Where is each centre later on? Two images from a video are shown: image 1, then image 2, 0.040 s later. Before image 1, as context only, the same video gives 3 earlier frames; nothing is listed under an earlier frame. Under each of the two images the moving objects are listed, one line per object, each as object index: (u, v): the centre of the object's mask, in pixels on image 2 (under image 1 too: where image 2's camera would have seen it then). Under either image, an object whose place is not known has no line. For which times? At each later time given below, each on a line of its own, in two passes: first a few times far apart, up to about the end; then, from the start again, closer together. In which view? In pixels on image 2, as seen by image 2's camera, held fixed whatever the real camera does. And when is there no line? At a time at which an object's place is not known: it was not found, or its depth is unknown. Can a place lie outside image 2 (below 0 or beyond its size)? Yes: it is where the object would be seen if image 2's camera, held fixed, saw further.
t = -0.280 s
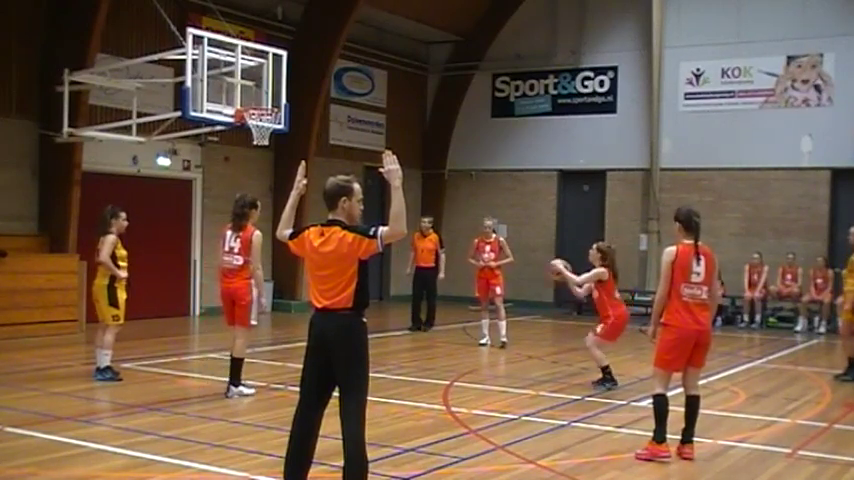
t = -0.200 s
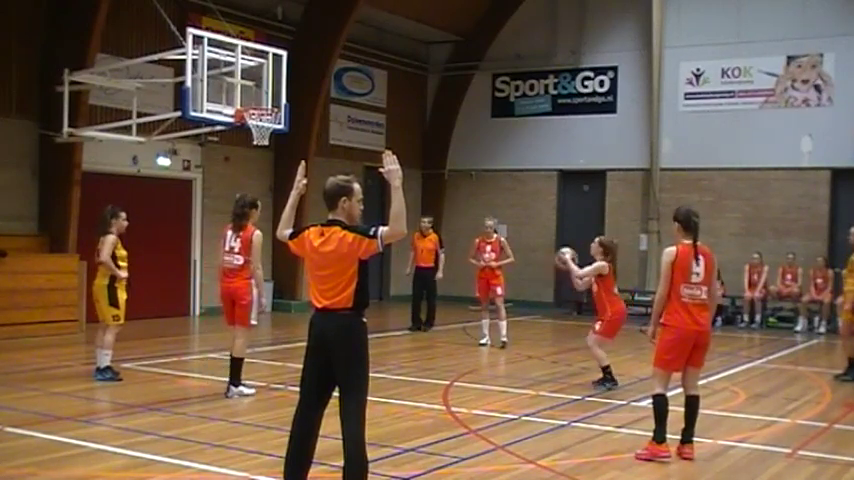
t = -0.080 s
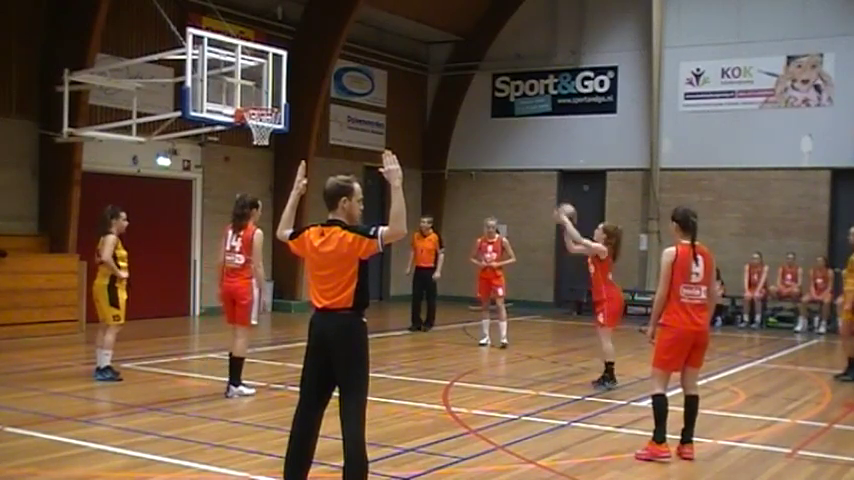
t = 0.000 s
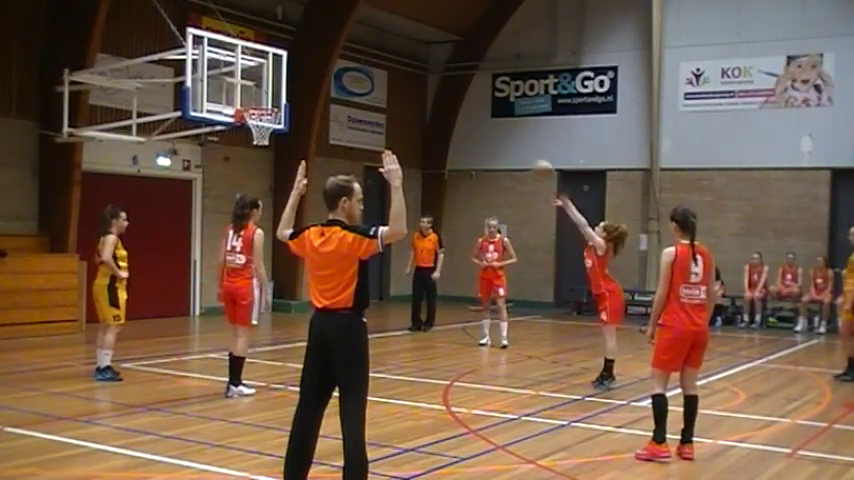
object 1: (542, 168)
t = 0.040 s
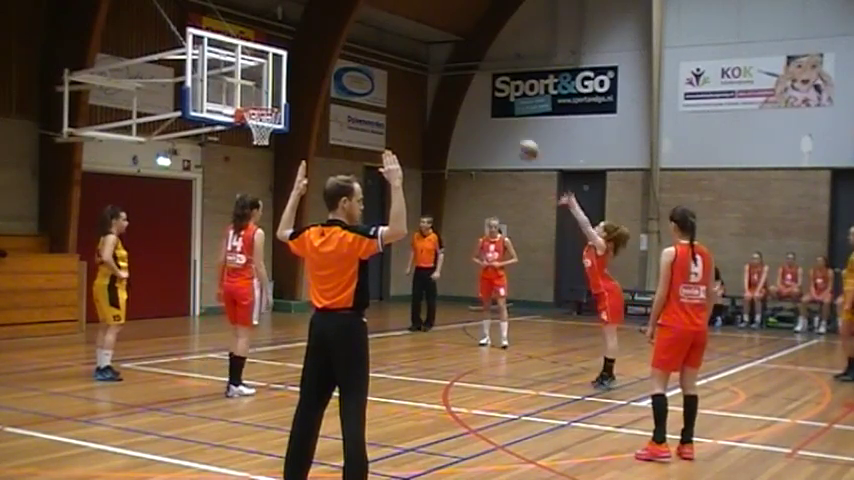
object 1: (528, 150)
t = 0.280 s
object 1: (452, 66)
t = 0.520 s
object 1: (383, 37)
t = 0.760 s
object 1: (318, 58)
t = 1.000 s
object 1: (260, 103)
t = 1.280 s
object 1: (255, 91)
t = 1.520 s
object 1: (261, 121)
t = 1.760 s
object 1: (265, 199)
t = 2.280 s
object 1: (266, 265)
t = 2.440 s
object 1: (265, 223)
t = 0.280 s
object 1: (452, 66)
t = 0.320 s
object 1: (440, 57)
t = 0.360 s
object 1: (428, 50)
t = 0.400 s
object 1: (417, 45)
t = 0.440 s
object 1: (405, 41)
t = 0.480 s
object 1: (394, 38)
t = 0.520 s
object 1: (383, 37)
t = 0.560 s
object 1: (371, 37)
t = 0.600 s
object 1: (360, 39)
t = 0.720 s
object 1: (329, 52)
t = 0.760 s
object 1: (318, 58)
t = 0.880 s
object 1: (288, 84)
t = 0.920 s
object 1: (279, 94)
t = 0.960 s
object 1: (271, 103)
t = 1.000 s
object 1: (260, 103)
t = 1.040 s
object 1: (253, 102)
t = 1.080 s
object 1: (251, 100)
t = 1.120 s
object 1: (251, 98)
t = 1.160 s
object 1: (252, 93)
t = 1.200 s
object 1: (253, 91)
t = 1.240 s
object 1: (255, 90)
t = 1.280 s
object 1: (255, 91)
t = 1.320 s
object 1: (255, 92)
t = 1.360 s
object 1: (256, 95)
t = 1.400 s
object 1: (257, 98)
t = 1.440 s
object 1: (258, 105)
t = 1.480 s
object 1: (259, 111)
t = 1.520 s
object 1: (261, 121)
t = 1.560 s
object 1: (262, 129)
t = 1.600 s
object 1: (262, 141)
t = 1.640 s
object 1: (263, 152)
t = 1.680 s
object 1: (265, 166)
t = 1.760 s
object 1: (265, 199)
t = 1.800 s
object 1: (266, 217)
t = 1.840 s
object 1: (268, 236)
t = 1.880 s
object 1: (266, 259)
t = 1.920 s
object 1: (267, 282)
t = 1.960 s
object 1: (265, 308)
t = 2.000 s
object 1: (267, 332)
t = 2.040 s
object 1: (265, 362)
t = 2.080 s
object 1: (266, 344)
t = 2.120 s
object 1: (266, 325)
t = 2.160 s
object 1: (265, 308)
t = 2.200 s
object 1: (265, 291)
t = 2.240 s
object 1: (266, 277)
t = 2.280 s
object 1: (266, 265)
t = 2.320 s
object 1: (266, 251)
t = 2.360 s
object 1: (266, 240)
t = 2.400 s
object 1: (265, 231)
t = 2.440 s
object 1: (265, 223)
